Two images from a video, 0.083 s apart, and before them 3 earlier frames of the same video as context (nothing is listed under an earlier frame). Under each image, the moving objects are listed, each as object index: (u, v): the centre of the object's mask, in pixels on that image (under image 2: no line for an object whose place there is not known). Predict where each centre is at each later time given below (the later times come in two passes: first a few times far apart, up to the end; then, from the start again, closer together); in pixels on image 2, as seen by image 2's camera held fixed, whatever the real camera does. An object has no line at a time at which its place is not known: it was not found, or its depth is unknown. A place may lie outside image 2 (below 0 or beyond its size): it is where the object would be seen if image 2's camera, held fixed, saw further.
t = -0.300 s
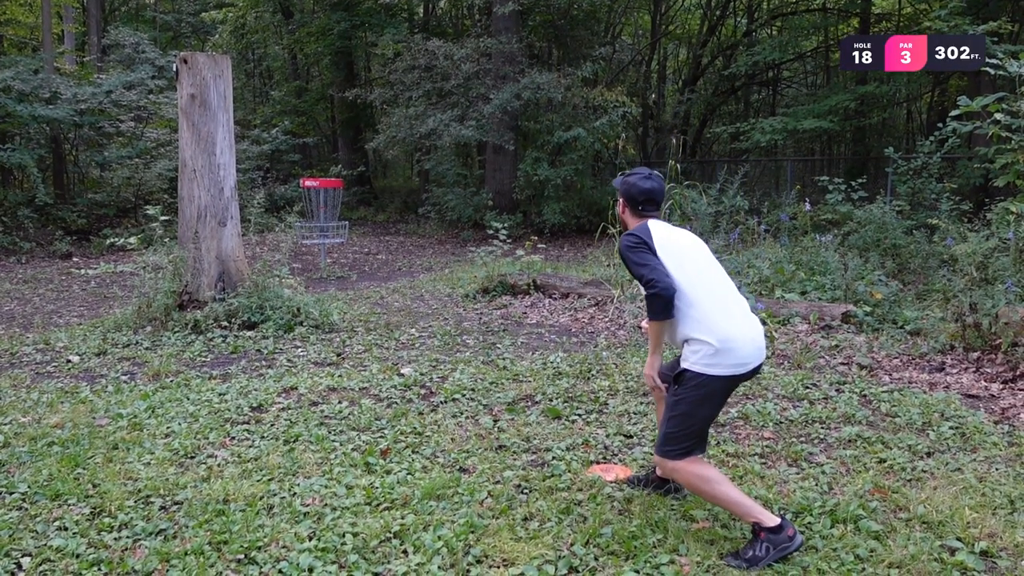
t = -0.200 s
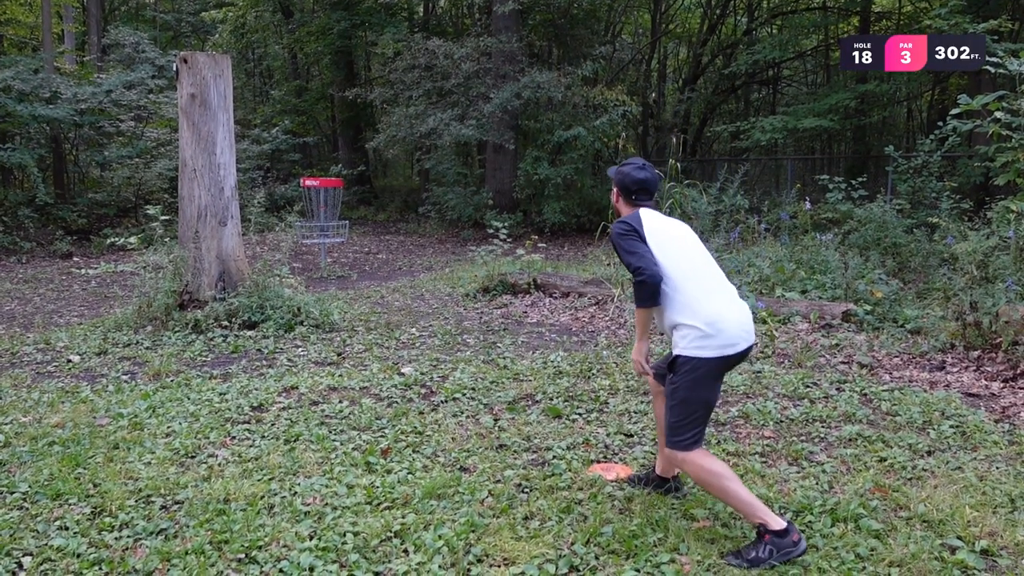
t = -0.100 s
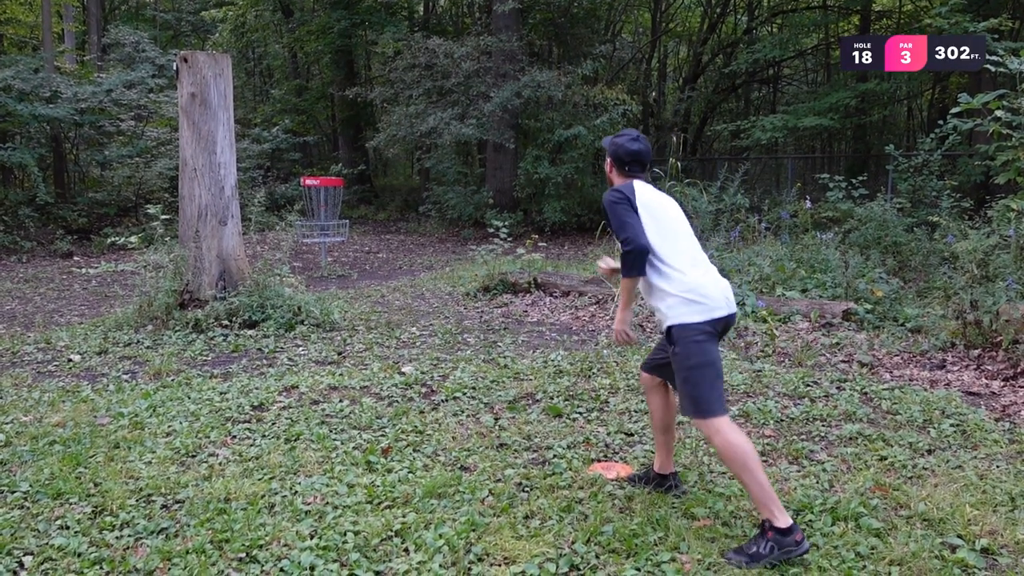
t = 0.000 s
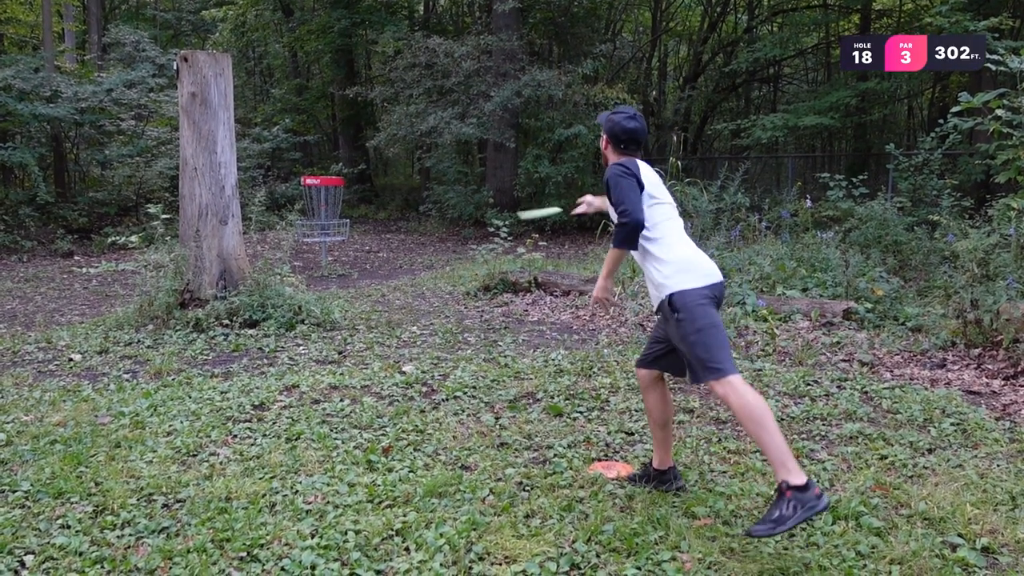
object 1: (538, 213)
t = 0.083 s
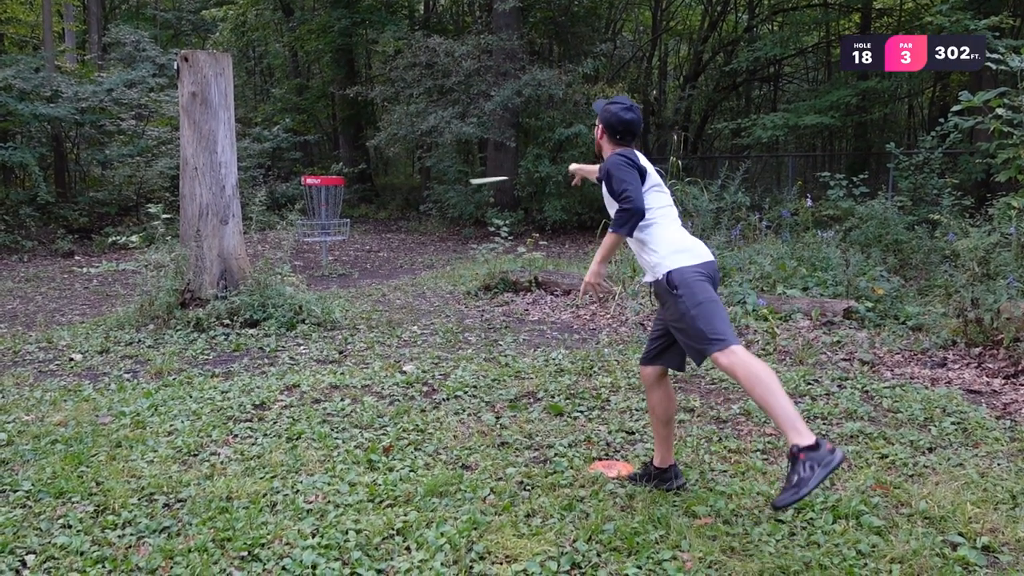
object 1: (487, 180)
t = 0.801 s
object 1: (323, 206)
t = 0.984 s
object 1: (303, 223)
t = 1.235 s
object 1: (308, 236)
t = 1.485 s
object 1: (307, 238)
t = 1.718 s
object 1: (308, 238)
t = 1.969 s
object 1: (308, 238)
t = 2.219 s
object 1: (307, 238)
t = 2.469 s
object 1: (309, 238)
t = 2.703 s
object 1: (310, 238)
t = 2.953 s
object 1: (309, 238)
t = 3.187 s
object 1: (310, 239)
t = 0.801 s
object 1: (323, 206)
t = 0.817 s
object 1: (321, 208)
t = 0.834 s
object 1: (319, 209)
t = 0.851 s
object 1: (317, 211)
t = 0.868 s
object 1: (315, 212)
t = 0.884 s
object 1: (313, 214)
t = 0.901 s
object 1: (311, 215)
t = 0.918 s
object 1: (309, 216)
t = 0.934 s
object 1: (306, 218)
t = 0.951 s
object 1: (305, 220)
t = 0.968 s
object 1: (304, 223)
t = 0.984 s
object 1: (303, 223)
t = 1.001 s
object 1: (303, 223)
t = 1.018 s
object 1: (304, 223)
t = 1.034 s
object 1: (304, 223)
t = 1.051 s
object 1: (305, 224)
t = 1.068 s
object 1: (305, 224)
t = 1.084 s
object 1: (305, 225)
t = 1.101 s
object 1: (306, 225)
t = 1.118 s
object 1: (306, 226)
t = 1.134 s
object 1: (306, 228)
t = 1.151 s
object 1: (307, 229)
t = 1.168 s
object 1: (308, 230)
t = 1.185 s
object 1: (308, 232)
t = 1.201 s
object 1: (308, 234)
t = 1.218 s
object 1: (308, 235)
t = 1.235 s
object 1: (308, 236)
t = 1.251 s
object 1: (308, 237)
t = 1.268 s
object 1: (309, 238)
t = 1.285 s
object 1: (307, 237)
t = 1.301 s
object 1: (308, 237)
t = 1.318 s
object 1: (308, 237)
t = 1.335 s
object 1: (309, 237)
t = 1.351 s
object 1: (309, 237)
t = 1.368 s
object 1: (309, 237)
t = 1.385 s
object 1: (308, 237)
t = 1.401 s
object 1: (308, 238)
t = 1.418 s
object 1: (308, 238)
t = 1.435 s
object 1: (307, 238)
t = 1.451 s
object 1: (307, 238)
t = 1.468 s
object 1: (307, 238)
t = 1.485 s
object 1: (307, 238)
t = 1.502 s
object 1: (307, 238)
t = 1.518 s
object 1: (307, 238)
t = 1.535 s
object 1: (308, 238)
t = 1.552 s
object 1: (308, 238)
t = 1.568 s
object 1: (308, 238)
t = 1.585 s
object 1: (308, 238)
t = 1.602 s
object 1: (308, 238)
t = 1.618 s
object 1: (308, 238)
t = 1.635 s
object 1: (308, 238)
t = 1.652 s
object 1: (308, 238)
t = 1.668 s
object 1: (308, 238)
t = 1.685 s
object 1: (308, 238)
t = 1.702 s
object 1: (308, 238)
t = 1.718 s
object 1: (308, 238)
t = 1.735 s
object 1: (308, 238)
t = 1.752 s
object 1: (308, 238)
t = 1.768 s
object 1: (308, 238)
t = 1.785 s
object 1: (308, 238)
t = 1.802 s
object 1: (308, 238)
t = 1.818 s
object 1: (308, 238)
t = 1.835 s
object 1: (308, 238)
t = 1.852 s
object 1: (308, 239)
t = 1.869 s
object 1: (308, 239)
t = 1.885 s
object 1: (308, 239)
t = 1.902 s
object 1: (308, 239)
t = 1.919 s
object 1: (308, 239)
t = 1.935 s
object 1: (308, 239)
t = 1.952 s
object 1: (308, 239)
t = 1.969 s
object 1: (308, 238)
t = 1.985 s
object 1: (308, 239)
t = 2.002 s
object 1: (308, 238)
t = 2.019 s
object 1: (308, 239)
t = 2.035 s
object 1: (308, 238)
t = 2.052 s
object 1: (308, 239)
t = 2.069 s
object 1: (308, 239)
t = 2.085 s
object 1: (308, 238)
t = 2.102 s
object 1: (309, 238)
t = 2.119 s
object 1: (309, 238)
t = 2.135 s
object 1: (308, 238)
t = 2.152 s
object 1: (308, 239)
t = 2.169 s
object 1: (308, 238)
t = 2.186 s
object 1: (308, 238)
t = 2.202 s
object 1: (307, 238)
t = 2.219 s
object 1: (307, 238)
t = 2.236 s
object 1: (308, 238)
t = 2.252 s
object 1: (308, 238)
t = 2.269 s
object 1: (308, 238)
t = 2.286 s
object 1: (308, 238)
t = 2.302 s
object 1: (308, 238)
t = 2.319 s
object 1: (308, 238)
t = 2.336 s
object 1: (309, 238)
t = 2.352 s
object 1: (308, 238)
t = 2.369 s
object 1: (308, 238)
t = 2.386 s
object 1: (308, 238)
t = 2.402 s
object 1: (308, 238)
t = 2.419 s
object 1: (308, 238)
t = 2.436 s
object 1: (309, 238)
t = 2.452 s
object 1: (308, 238)
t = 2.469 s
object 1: (309, 238)
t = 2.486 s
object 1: (308, 238)
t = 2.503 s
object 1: (308, 238)
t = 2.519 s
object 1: (308, 238)
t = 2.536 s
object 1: (308, 238)
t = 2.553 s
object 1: (308, 238)
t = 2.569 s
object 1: (308, 238)
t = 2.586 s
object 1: (308, 238)
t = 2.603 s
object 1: (308, 238)
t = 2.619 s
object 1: (308, 238)
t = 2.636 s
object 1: (309, 238)
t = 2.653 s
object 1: (309, 238)
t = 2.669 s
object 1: (309, 238)
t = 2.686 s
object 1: (310, 238)
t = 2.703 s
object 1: (310, 238)
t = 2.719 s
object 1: (310, 238)
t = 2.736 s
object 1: (310, 238)
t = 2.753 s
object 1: (309, 238)
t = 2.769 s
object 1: (309, 238)
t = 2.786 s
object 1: (309, 238)
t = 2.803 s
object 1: (309, 238)
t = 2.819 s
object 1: (310, 238)
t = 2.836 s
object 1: (310, 238)
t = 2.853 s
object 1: (310, 238)
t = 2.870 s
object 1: (310, 238)
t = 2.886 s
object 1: (310, 238)
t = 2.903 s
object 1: (310, 238)
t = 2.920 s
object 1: (310, 238)
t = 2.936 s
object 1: (310, 238)
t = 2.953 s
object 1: (309, 238)
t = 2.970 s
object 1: (309, 238)
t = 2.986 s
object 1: (309, 238)
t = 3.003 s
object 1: (309, 238)
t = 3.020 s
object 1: (309, 238)
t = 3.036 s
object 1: (310, 238)
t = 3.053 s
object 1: (310, 238)
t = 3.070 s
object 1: (310, 238)
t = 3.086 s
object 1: (310, 238)
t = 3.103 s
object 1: (310, 238)
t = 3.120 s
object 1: (310, 238)
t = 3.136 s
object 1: (309, 238)
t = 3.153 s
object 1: (309, 238)
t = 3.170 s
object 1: (310, 238)
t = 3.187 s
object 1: (310, 239)
